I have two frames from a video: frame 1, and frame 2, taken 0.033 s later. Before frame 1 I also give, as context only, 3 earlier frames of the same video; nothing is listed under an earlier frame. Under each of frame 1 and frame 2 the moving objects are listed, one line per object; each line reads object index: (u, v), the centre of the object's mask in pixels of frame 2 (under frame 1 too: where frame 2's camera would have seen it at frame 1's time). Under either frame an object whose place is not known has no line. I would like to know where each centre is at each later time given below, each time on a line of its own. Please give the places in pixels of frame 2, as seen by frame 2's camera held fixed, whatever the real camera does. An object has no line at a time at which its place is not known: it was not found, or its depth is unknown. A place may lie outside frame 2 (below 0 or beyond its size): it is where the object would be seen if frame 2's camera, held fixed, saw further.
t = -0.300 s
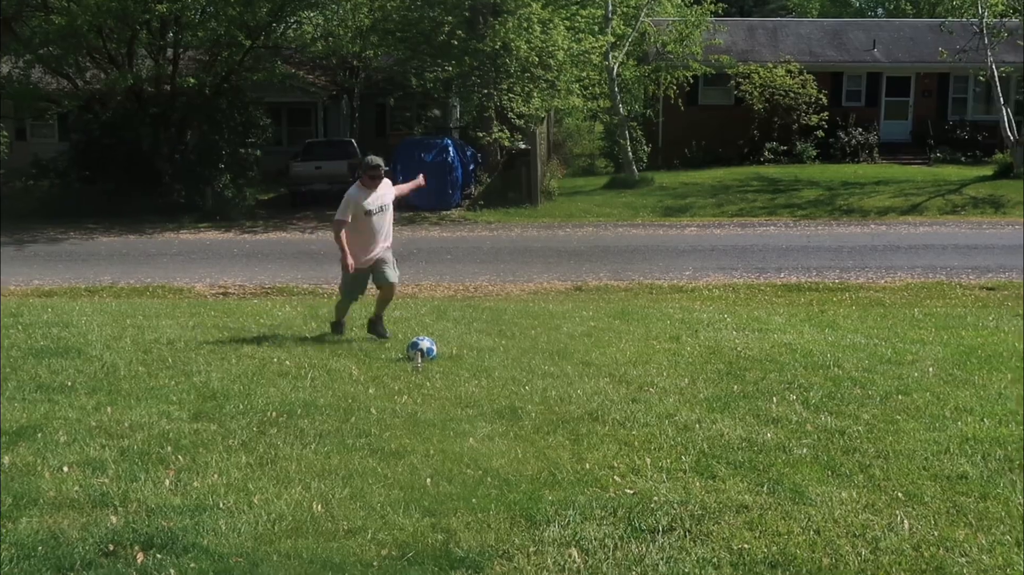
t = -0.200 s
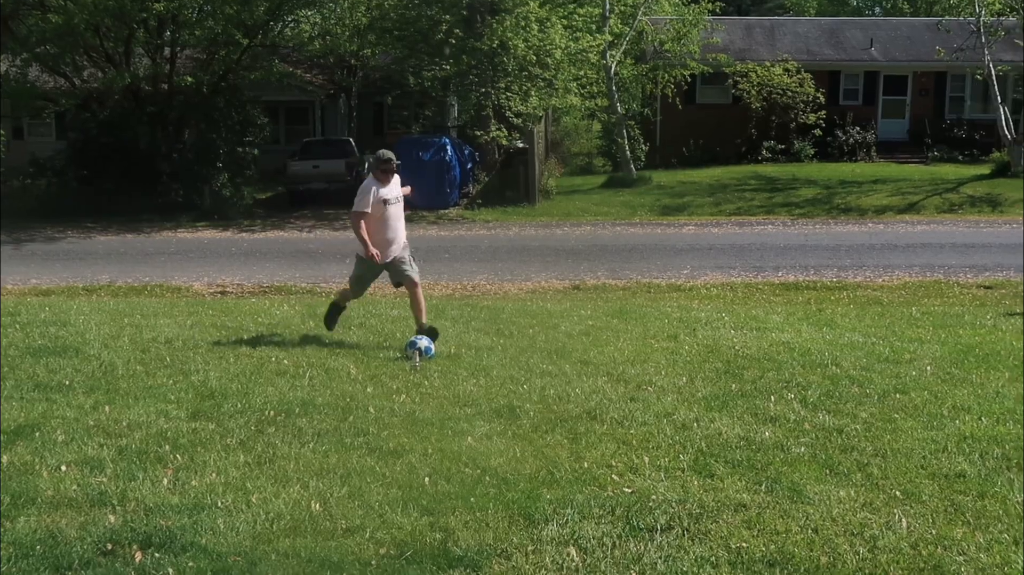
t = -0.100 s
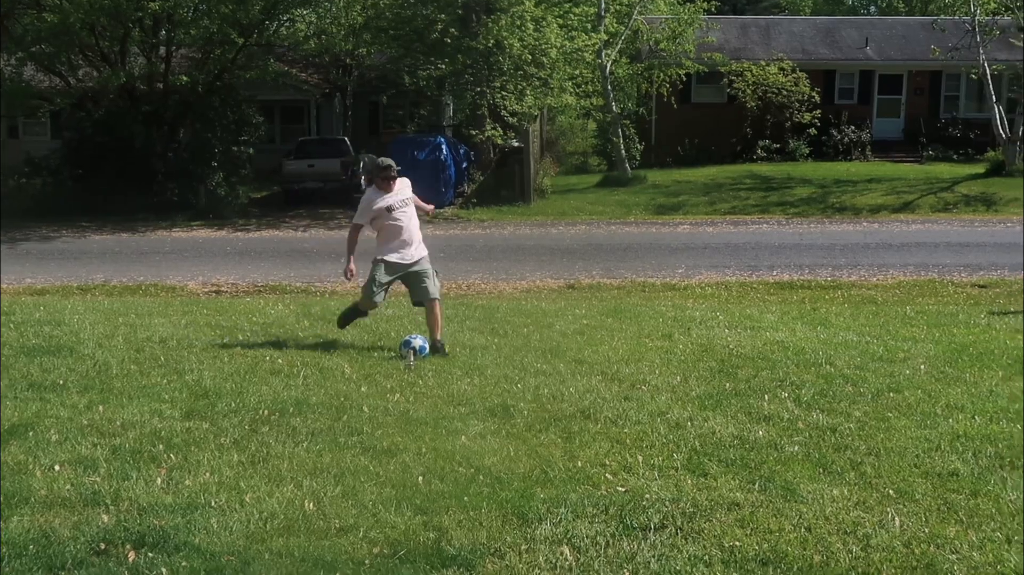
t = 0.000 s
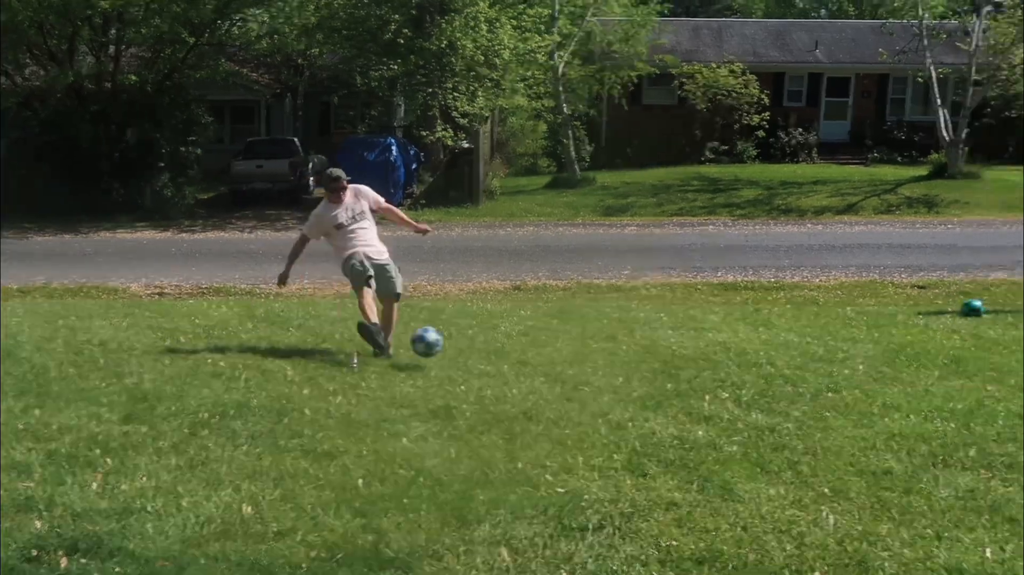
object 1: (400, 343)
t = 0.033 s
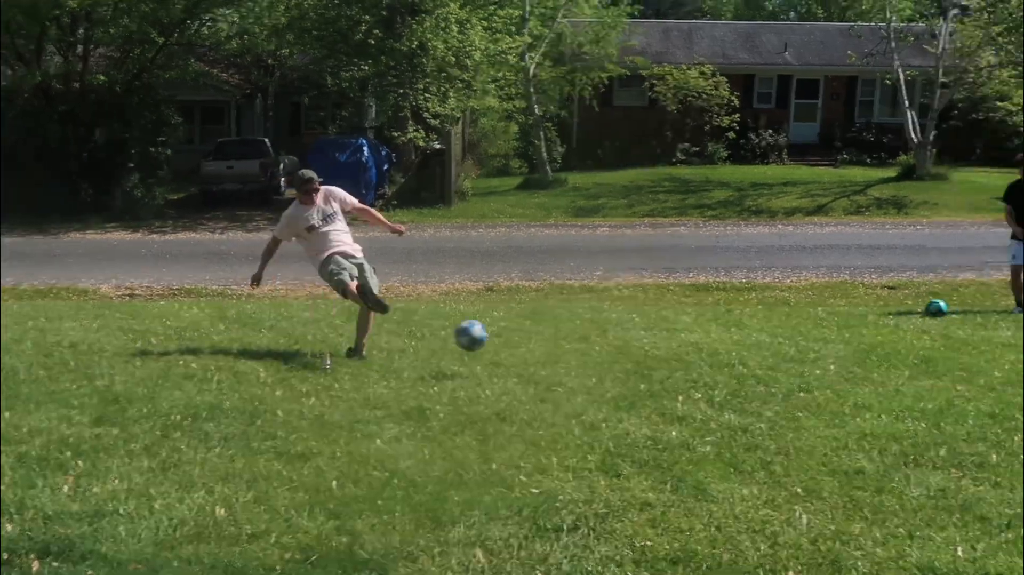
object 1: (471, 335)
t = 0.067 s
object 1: (547, 328)
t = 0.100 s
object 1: (628, 323)
